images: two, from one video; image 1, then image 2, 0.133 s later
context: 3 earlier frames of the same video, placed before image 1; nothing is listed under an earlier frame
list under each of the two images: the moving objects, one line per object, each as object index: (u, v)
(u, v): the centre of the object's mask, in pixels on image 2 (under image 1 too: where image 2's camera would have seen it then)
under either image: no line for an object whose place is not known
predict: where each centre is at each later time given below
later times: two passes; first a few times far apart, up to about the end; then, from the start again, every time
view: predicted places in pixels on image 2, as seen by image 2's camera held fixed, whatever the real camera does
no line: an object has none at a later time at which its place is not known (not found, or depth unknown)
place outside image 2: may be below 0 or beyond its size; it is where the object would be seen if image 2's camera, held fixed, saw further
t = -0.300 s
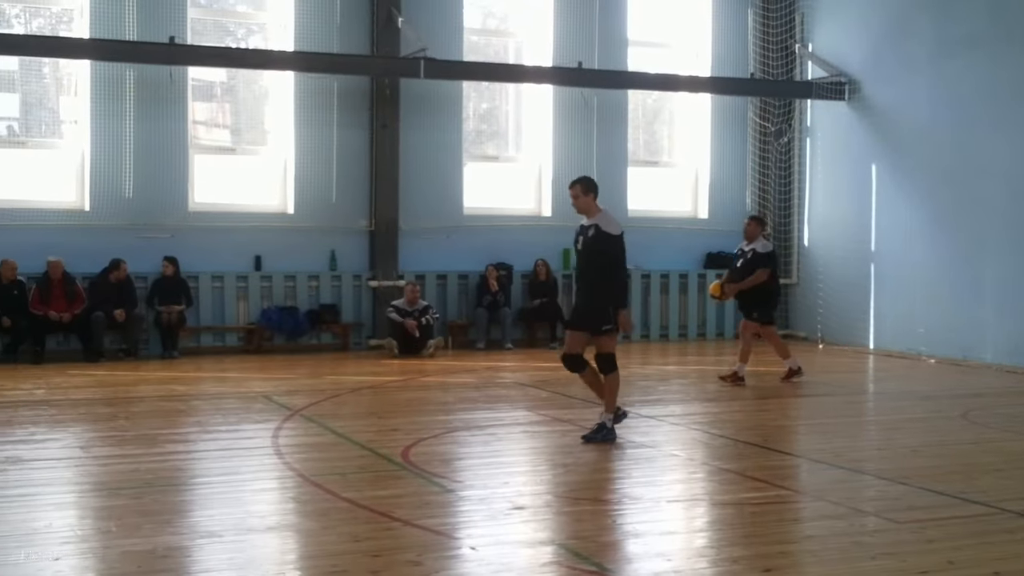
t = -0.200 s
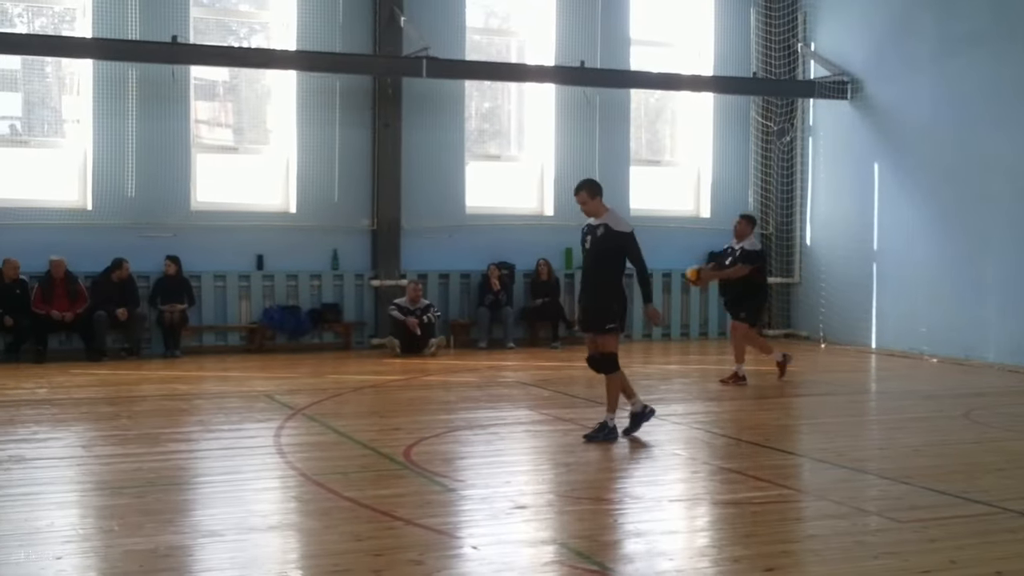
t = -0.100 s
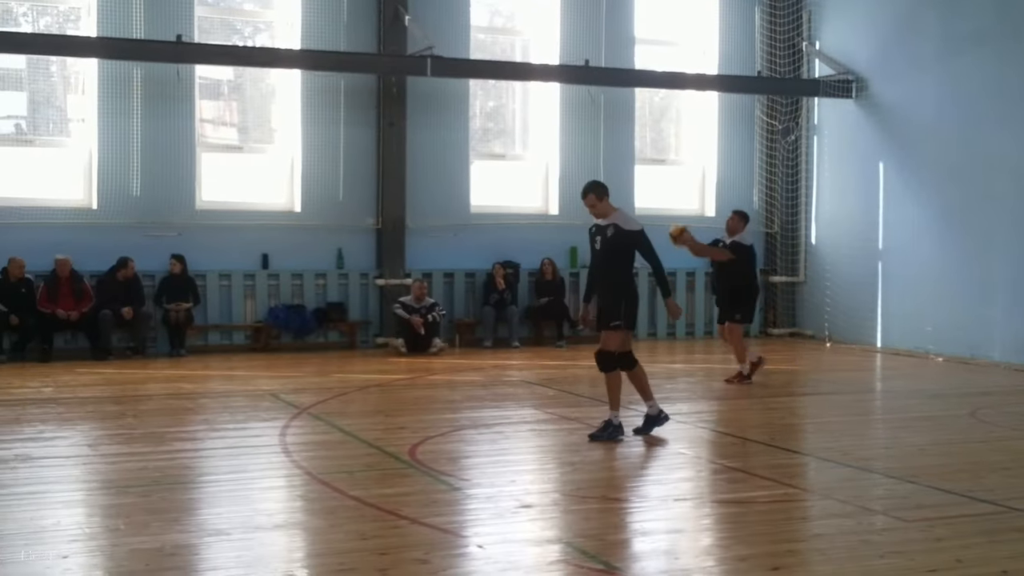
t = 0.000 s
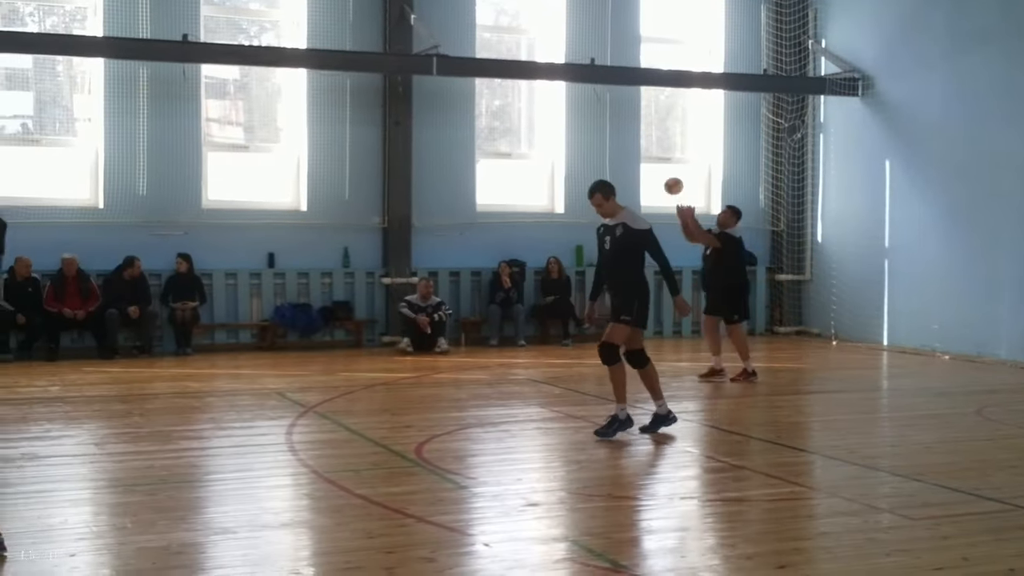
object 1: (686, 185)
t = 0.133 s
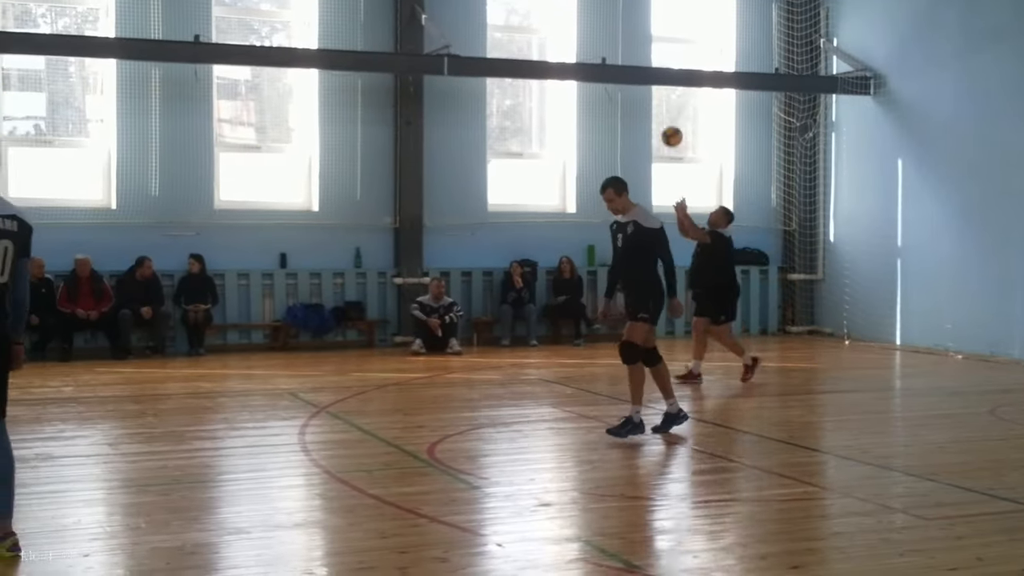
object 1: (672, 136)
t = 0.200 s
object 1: (665, 118)
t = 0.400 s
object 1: (648, 91)
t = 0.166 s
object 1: (669, 127)
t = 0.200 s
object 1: (665, 118)
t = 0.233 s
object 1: (663, 111)
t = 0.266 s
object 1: (660, 105)
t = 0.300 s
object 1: (657, 100)
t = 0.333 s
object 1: (654, 96)
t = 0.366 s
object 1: (651, 93)
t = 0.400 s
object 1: (648, 91)
